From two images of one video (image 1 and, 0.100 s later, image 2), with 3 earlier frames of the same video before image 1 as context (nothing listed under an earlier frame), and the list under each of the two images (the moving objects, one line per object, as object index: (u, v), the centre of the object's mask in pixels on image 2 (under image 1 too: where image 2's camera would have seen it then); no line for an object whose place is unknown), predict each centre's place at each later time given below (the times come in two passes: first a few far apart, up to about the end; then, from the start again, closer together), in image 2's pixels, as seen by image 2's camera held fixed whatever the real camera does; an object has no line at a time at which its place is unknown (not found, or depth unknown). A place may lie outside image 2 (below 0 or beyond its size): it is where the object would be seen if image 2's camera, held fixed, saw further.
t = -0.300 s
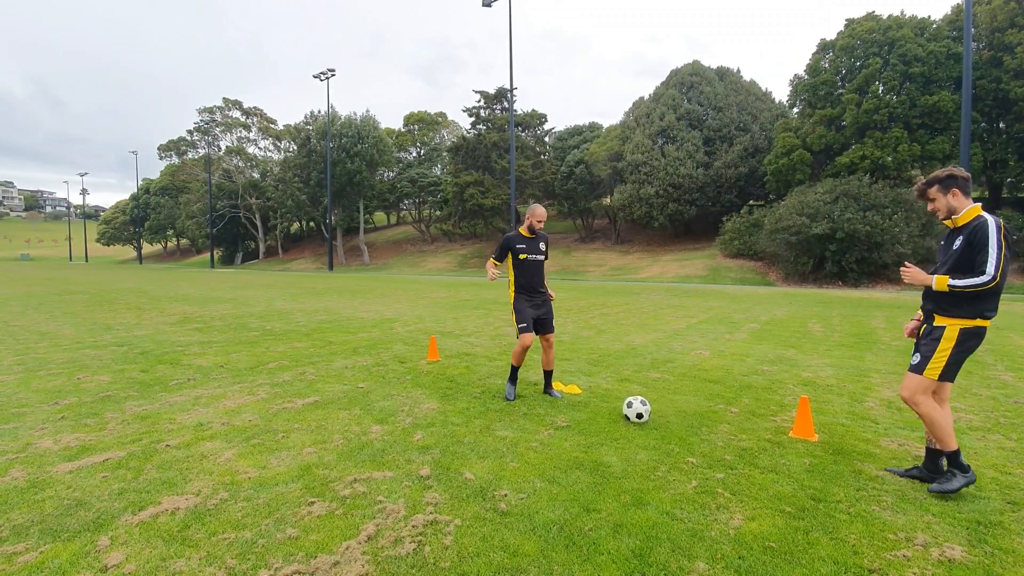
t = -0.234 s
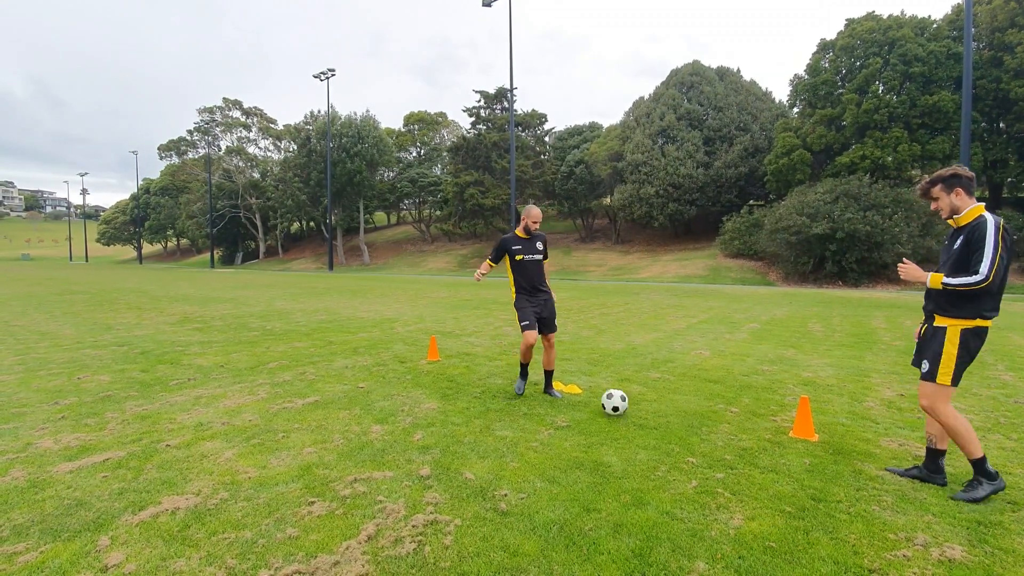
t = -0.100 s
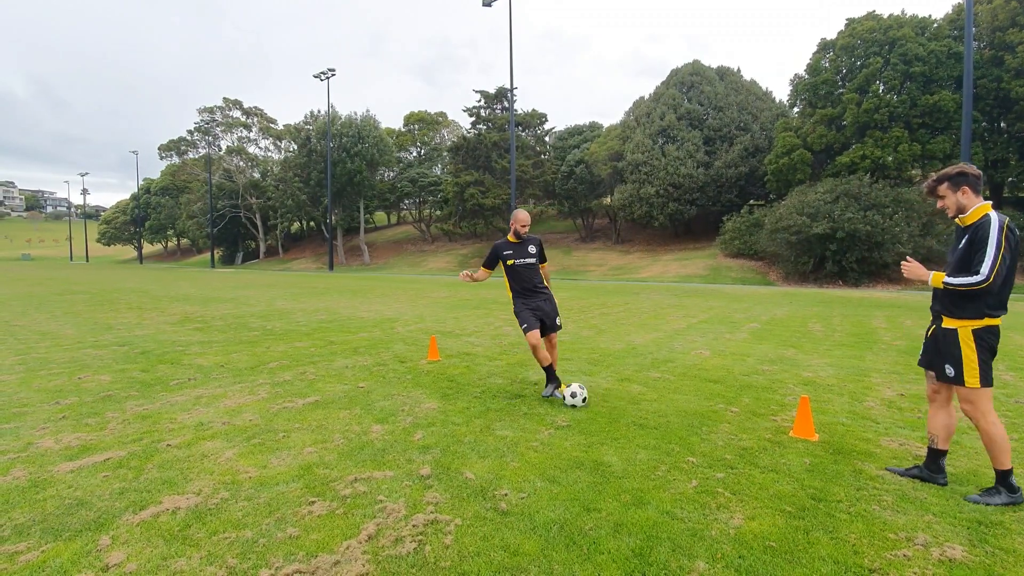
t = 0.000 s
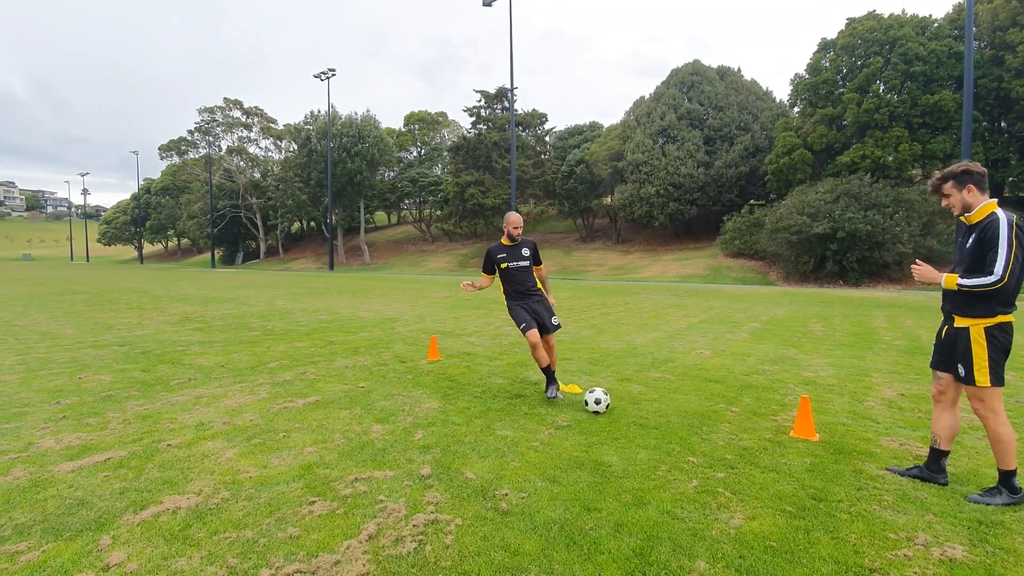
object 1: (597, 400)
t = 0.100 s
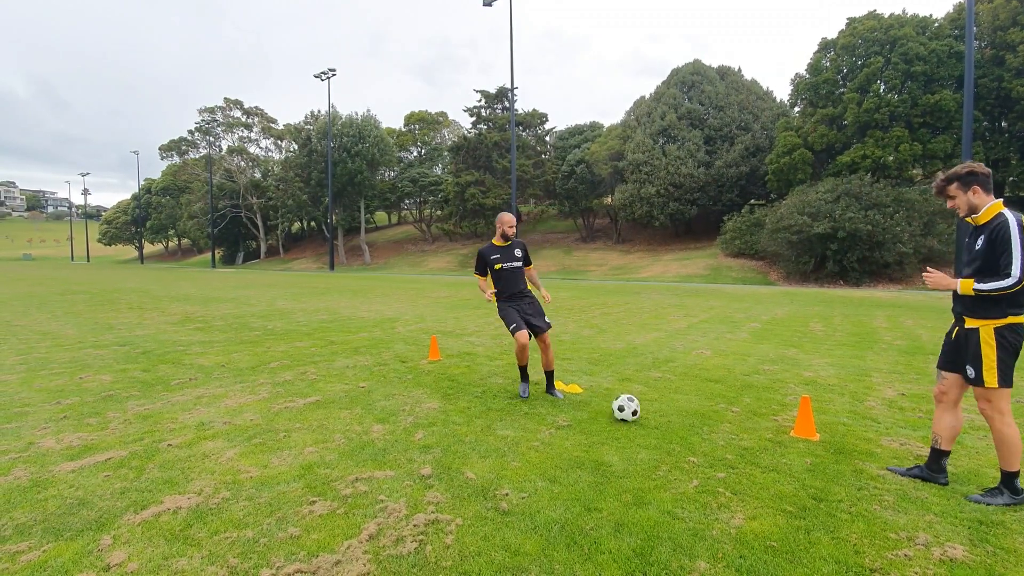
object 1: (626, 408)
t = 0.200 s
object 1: (653, 415)
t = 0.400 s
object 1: (711, 433)
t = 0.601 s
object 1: (774, 452)
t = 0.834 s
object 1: (856, 475)
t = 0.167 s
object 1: (645, 414)
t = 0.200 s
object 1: (653, 415)
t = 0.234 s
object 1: (662, 417)
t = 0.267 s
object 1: (671, 420)
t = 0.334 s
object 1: (691, 427)
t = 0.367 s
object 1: (701, 430)
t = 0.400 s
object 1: (711, 433)
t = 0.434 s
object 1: (722, 436)
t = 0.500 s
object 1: (742, 442)
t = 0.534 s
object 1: (753, 445)
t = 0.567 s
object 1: (763, 448)
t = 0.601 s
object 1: (774, 452)
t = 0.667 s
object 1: (797, 458)
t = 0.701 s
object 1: (808, 461)
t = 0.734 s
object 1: (820, 465)
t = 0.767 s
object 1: (833, 469)
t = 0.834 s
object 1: (856, 475)
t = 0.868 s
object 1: (869, 479)
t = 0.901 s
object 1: (881, 482)
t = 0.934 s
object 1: (893, 485)
